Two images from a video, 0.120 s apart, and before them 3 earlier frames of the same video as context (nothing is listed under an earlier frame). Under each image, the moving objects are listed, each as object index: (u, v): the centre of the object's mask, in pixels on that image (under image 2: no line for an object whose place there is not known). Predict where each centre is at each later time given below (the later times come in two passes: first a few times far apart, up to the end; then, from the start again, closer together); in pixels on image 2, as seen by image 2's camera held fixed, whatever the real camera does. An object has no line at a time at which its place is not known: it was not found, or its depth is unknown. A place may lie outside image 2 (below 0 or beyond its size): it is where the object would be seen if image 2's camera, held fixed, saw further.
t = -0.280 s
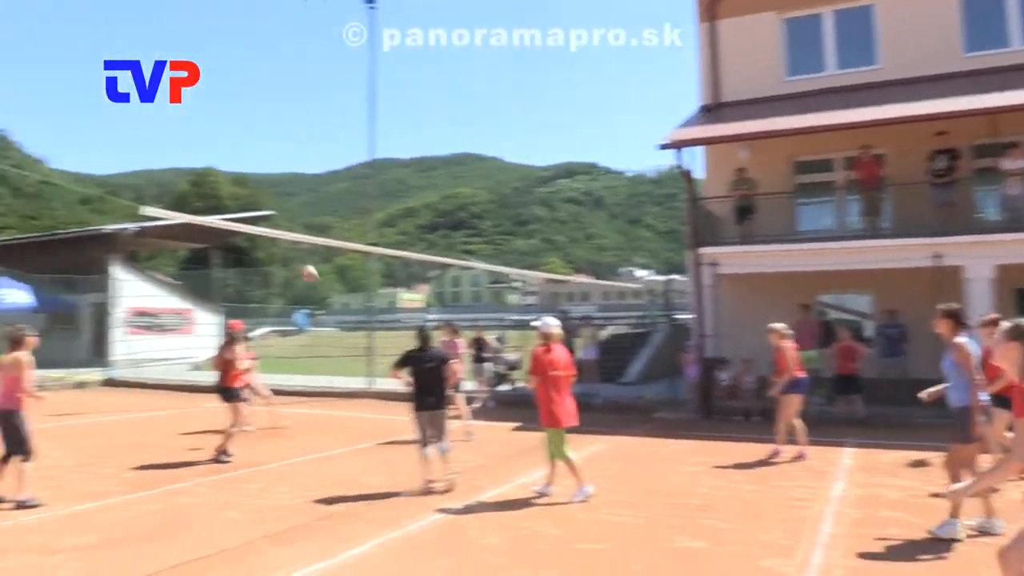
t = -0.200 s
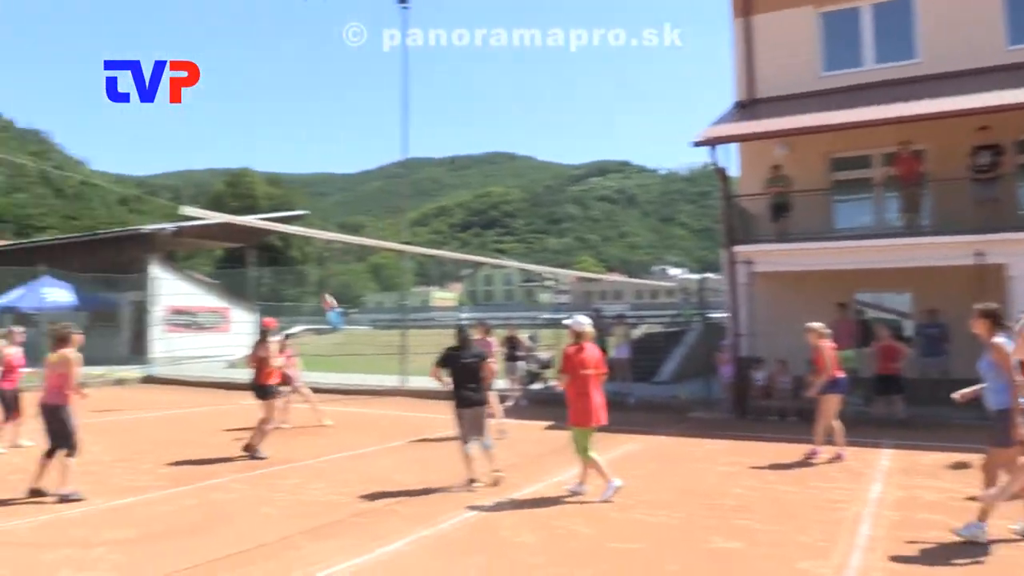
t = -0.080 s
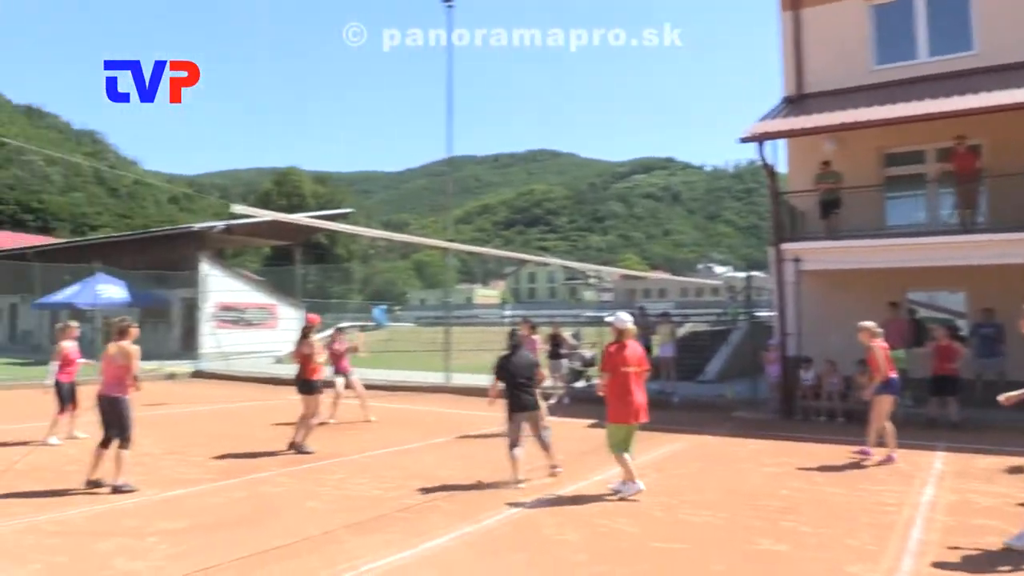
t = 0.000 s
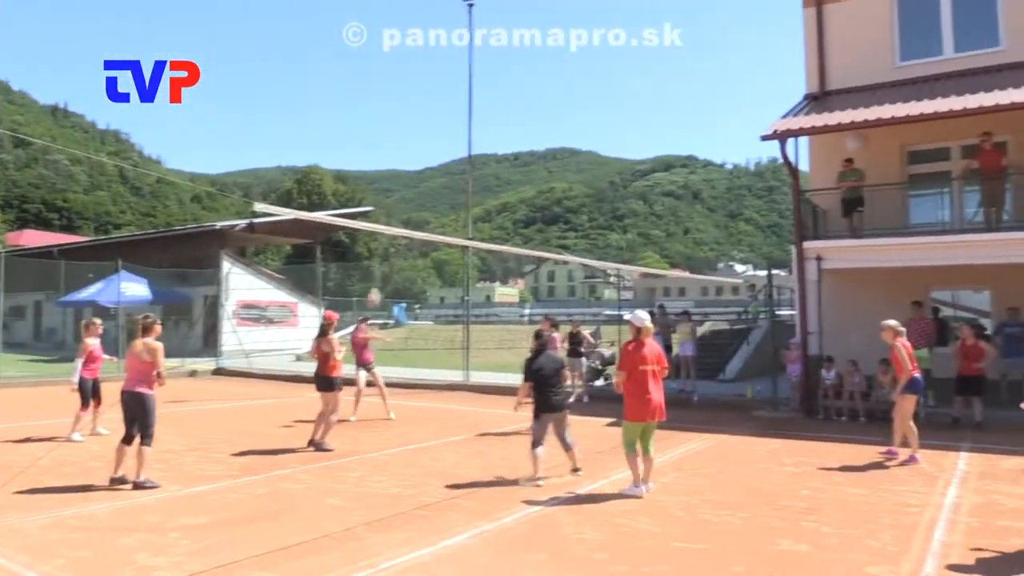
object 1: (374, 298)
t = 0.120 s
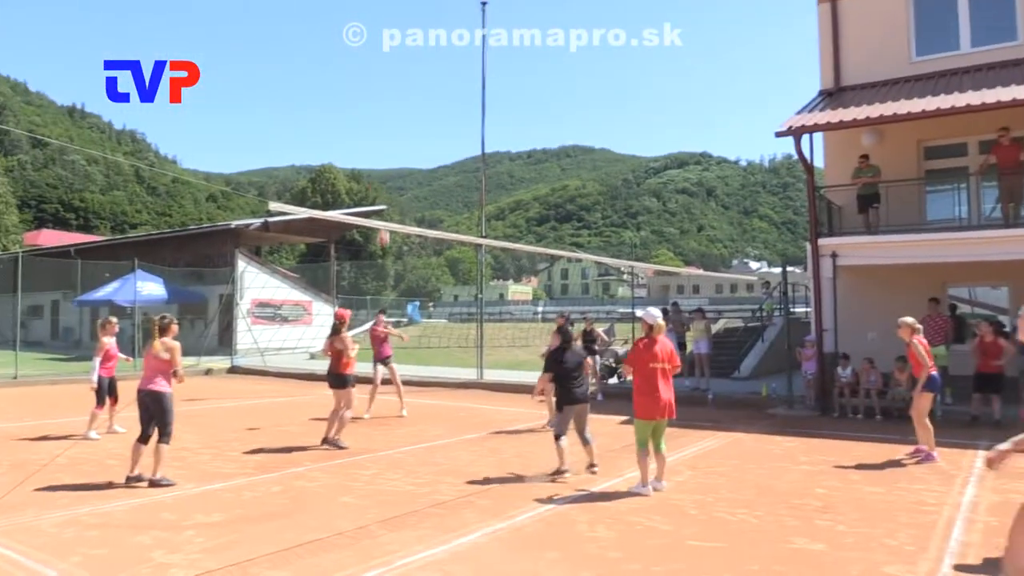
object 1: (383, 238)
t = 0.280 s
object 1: (377, 173)
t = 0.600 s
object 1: (360, 83)
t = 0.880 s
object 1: (343, 55)
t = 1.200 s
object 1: (322, 88)
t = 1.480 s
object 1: (301, 186)
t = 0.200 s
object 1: (379, 201)
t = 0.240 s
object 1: (377, 187)
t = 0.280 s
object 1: (377, 173)
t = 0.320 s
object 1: (374, 159)
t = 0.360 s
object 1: (372, 144)
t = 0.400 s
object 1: (370, 133)
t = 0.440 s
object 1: (368, 120)
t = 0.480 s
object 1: (367, 109)
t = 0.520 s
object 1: (364, 100)
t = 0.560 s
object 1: (362, 91)
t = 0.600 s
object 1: (360, 83)
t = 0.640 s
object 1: (357, 76)
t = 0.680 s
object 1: (355, 70)
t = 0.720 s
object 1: (353, 65)
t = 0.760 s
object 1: (351, 61)
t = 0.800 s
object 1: (348, 58)
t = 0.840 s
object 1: (347, 56)
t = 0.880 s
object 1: (343, 55)
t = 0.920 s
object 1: (341, 55)
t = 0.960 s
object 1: (338, 56)
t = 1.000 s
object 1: (336, 58)
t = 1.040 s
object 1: (333, 62)
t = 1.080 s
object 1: (330, 66)
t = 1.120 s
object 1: (327, 72)
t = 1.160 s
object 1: (324, 80)
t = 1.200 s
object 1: (322, 88)
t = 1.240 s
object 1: (319, 97)
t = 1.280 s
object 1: (316, 109)
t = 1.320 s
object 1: (312, 121)
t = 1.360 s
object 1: (309, 134)
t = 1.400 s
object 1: (306, 149)
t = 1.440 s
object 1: (303, 168)
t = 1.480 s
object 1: (301, 186)
